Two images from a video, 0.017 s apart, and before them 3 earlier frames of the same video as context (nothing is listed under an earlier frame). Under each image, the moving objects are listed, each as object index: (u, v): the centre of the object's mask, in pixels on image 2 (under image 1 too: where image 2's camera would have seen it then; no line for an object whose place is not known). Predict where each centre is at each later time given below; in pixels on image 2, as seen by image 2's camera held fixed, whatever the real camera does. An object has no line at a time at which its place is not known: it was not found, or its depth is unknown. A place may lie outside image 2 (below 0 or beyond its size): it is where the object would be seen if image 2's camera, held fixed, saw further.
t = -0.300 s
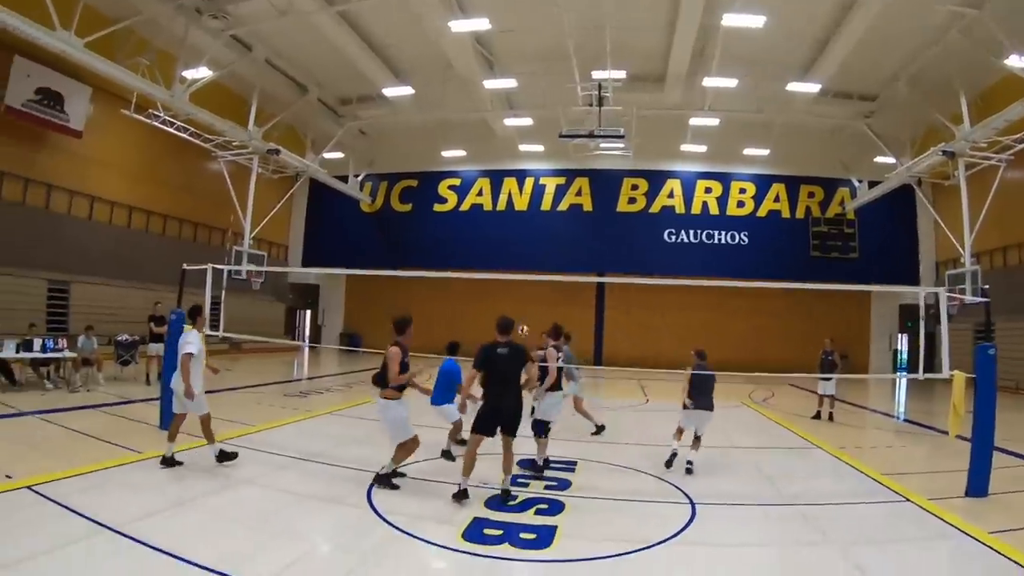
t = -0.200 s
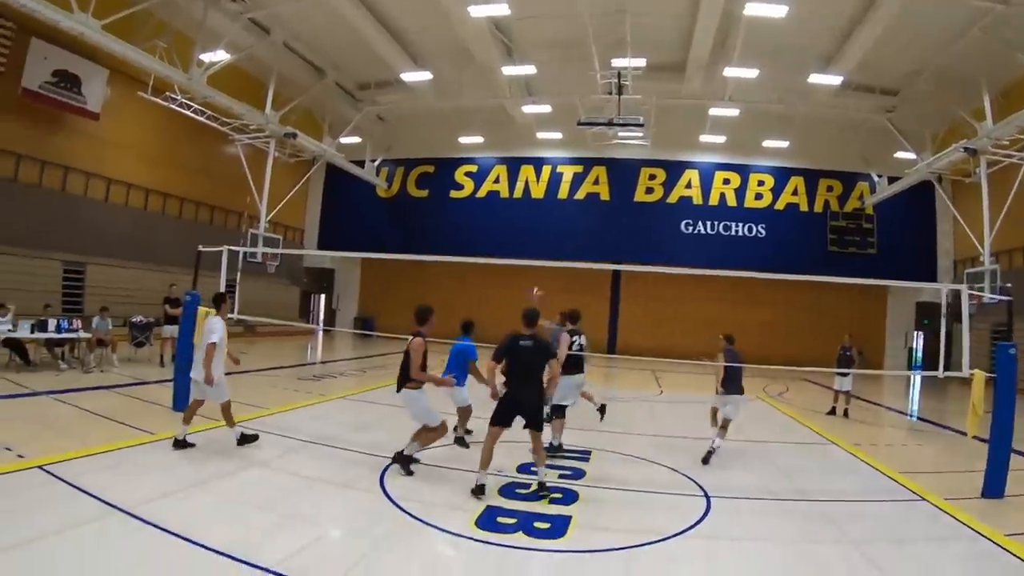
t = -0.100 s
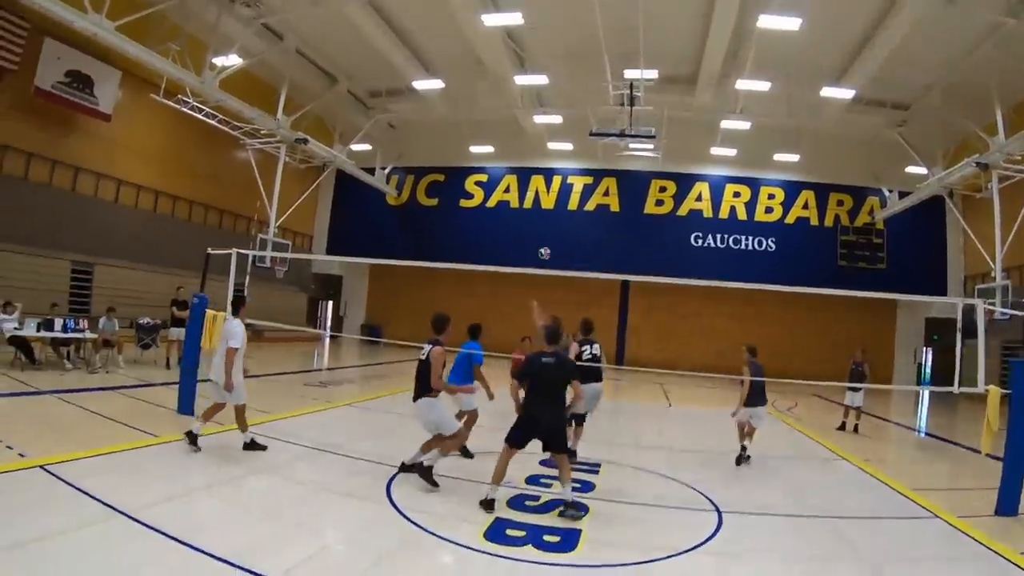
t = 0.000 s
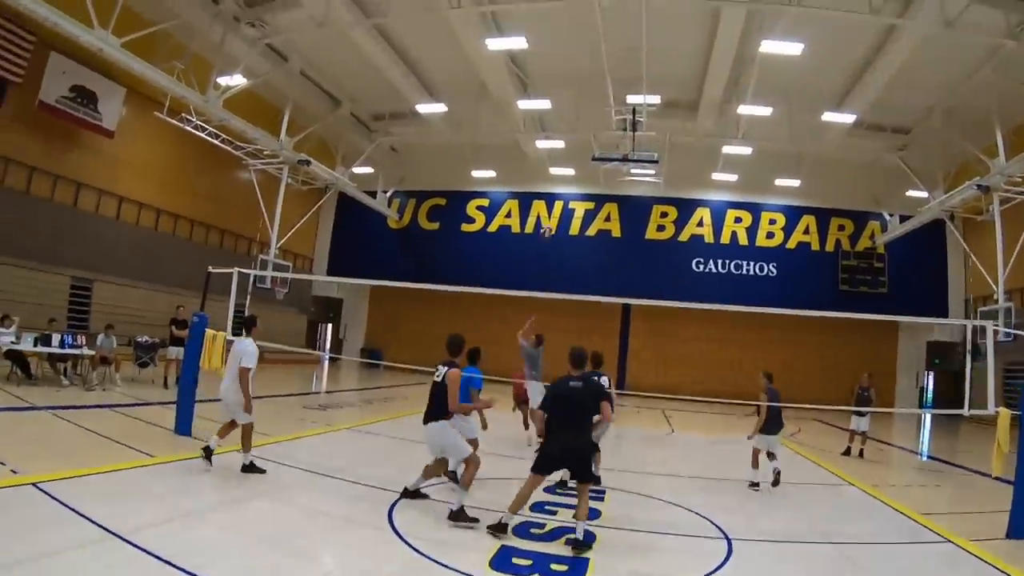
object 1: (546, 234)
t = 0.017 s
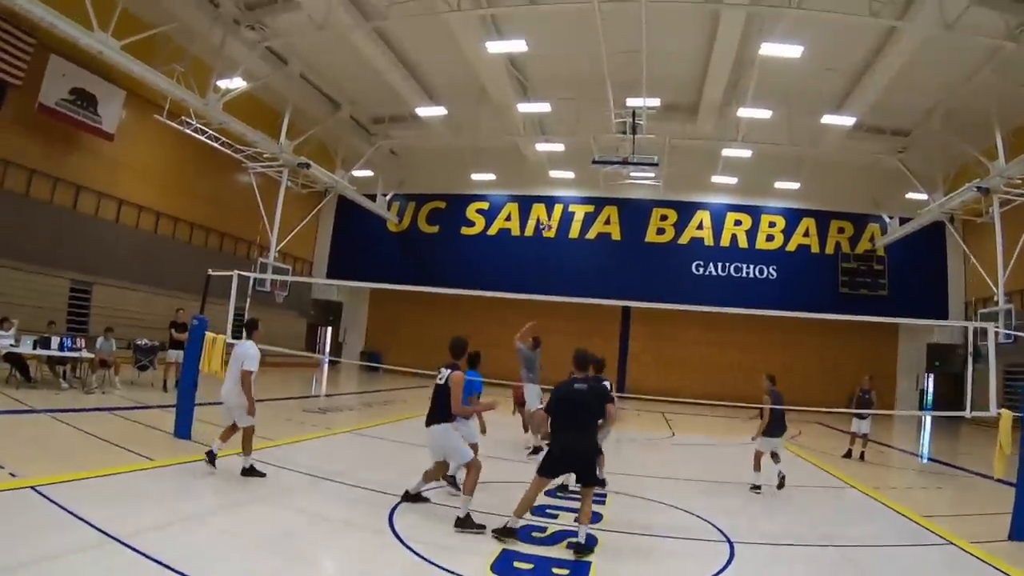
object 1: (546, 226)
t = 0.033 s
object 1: (545, 219)
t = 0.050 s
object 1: (547, 212)
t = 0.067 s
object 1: (547, 204)
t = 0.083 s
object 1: (546, 198)
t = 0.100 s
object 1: (546, 191)
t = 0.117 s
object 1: (546, 185)
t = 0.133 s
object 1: (547, 177)
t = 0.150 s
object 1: (547, 170)
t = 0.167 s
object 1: (549, 164)
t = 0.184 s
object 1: (548, 159)
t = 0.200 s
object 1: (549, 153)
